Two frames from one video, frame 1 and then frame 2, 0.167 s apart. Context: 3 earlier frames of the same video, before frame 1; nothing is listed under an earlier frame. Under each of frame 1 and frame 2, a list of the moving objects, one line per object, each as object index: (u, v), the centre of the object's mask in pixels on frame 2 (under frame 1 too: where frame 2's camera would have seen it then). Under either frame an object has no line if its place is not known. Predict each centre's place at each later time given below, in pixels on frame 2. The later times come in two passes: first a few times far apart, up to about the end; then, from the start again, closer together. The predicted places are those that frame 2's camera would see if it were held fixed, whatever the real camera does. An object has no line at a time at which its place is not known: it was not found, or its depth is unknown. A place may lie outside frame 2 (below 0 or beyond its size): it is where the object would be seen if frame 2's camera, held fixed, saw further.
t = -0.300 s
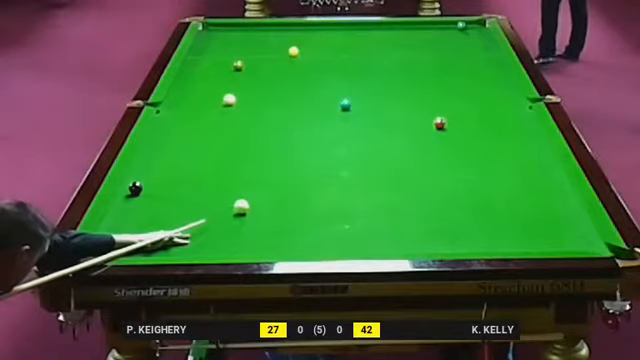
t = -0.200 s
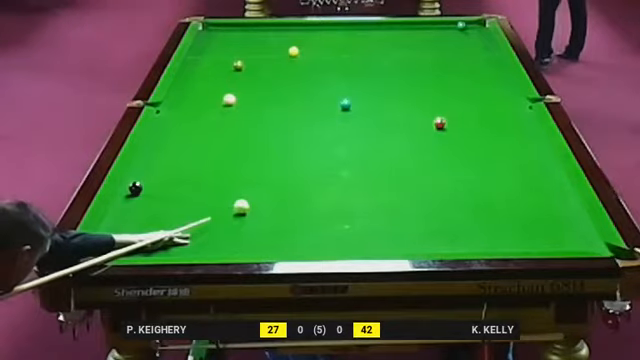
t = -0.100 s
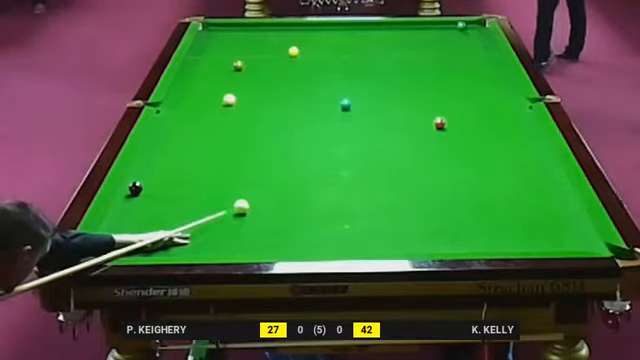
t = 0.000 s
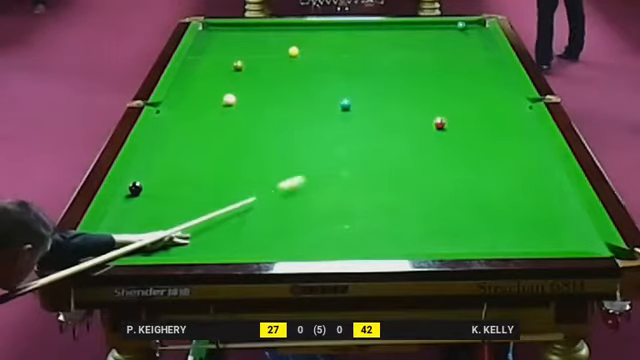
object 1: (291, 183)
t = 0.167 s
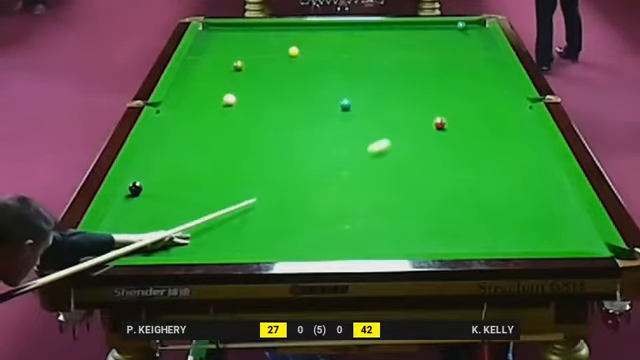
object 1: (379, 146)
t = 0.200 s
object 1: (394, 140)
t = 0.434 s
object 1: (421, 118)
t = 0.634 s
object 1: (420, 107)
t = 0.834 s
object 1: (420, 95)
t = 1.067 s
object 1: (420, 84)
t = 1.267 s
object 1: (421, 75)
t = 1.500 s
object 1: (421, 65)
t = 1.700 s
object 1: (422, 57)
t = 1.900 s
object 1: (422, 50)
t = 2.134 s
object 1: (423, 43)
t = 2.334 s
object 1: (424, 37)
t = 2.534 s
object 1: (425, 32)
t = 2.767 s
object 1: (426, 25)
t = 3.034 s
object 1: (426, 23)
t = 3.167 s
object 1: (428, 26)
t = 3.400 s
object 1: (429, 30)
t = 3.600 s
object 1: (431, 33)
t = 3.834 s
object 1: (432, 37)
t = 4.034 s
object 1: (433, 40)
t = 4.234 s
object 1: (434, 42)
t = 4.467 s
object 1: (436, 45)
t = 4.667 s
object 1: (437, 47)
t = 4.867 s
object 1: (438, 50)
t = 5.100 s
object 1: (439, 52)
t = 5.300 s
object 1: (440, 53)
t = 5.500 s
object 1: (440, 55)
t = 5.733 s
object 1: (441, 57)
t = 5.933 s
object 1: (441, 58)
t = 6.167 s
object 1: (442, 59)
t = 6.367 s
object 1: (442, 60)
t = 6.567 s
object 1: (442, 60)
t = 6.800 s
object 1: (442, 61)
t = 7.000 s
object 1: (442, 61)
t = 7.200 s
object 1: (442, 61)
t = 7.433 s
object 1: (442, 61)
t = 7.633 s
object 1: (442, 61)
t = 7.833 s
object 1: (442, 61)
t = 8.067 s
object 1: (442, 61)
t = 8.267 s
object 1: (442, 61)
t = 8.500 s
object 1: (442, 61)
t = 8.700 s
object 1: (442, 61)
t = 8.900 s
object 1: (442, 61)
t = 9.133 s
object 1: (442, 61)
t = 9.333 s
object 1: (442, 61)
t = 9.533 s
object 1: (442, 61)
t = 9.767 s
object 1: (442, 61)
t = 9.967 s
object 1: (442, 61)
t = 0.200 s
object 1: (394, 140)
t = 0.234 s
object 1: (407, 134)
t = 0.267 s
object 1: (420, 129)
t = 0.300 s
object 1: (430, 125)
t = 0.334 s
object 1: (427, 123)
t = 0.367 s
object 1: (424, 121)
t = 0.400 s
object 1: (422, 120)
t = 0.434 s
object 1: (421, 118)
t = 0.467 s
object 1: (420, 116)
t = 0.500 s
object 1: (420, 114)
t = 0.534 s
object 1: (420, 112)
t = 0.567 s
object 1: (420, 110)
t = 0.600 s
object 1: (420, 109)
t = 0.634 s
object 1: (420, 107)
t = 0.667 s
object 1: (420, 105)
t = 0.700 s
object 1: (420, 103)
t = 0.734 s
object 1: (420, 101)
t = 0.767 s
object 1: (420, 99)
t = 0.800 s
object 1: (420, 97)
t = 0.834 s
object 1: (420, 95)
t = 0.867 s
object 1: (420, 94)
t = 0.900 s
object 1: (420, 92)
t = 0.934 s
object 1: (420, 90)
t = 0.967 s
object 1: (420, 89)
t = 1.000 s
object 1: (420, 87)
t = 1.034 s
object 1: (420, 85)
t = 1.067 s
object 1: (420, 84)
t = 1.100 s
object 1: (420, 82)
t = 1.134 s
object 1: (420, 81)
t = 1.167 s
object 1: (420, 79)
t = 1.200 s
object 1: (420, 78)
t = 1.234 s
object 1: (421, 76)
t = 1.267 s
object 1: (421, 75)
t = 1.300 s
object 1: (421, 73)
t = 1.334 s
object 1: (421, 72)
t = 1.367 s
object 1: (421, 70)
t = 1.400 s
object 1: (421, 69)
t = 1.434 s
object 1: (421, 68)
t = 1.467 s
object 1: (421, 67)
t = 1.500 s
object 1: (421, 65)
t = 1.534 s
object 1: (421, 64)
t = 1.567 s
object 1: (421, 63)
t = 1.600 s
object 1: (421, 61)
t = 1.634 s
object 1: (421, 60)
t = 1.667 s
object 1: (421, 59)
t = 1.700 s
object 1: (422, 57)
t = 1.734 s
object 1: (422, 56)
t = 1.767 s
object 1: (422, 55)
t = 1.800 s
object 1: (422, 54)
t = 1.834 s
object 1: (422, 53)
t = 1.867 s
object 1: (422, 52)
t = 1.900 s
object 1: (422, 50)
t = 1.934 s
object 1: (422, 49)
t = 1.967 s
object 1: (423, 48)
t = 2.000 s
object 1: (423, 47)
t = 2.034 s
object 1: (422, 46)
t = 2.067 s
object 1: (423, 45)
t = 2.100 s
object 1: (423, 44)
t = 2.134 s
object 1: (423, 43)
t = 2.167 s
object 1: (423, 42)
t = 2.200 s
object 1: (423, 41)
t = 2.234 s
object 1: (423, 40)
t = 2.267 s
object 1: (423, 38)
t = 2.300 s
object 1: (424, 38)
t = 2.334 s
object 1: (424, 37)
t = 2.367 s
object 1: (424, 36)
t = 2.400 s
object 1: (424, 35)
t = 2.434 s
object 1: (424, 34)
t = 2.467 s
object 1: (424, 33)
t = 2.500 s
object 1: (425, 32)
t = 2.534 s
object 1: (425, 32)
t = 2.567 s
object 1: (425, 31)
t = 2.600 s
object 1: (425, 30)
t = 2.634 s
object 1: (425, 28)
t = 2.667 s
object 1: (425, 28)
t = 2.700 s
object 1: (425, 28)
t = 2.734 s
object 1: (426, 26)
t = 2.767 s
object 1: (426, 25)
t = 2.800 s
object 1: (426, 25)
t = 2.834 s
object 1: (426, 24)
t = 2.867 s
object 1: (429, 23)
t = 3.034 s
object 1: (426, 23)
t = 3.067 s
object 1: (428, 25)
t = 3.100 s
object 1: (428, 25)
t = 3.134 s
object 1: (428, 26)
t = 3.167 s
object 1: (428, 26)
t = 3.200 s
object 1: (429, 27)
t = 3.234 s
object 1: (428, 27)
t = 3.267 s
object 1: (429, 28)
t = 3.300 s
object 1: (429, 28)
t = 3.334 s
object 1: (429, 29)
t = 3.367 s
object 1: (429, 29)
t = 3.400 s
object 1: (429, 30)
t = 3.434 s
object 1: (430, 31)
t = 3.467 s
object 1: (430, 31)
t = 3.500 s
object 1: (430, 31)
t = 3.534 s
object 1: (430, 32)
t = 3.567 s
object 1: (431, 33)
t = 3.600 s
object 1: (431, 33)
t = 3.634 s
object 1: (431, 34)
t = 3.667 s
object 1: (431, 34)
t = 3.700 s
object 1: (432, 35)
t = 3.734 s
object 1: (432, 35)
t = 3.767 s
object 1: (432, 36)
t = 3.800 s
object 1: (432, 36)
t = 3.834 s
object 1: (432, 37)
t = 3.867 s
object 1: (432, 37)
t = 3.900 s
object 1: (433, 38)
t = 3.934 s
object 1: (433, 38)
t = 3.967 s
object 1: (433, 38)
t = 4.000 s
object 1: (433, 39)
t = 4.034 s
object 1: (433, 40)
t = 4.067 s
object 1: (433, 40)
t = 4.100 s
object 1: (434, 41)
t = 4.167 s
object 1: (434, 41)
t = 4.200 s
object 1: (434, 42)
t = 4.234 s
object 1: (434, 42)
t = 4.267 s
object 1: (434, 43)
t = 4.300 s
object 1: (435, 43)
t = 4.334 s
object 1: (435, 44)
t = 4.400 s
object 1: (435, 44)
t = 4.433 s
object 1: (436, 45)
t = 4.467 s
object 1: (436, 45)
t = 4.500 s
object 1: (436, 45)
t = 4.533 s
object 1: (436, 46)
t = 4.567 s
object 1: (436, 46)
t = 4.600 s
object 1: (436, 46)
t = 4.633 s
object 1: (437, 47)
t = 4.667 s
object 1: (437, 47)
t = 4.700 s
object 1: (437, 48)
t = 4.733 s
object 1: (437, 48)
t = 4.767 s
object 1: (437, 49)
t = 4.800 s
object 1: (437, 49)
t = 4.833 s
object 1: (437, 49)
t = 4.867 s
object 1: (438, 50)
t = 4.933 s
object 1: (438, 50)
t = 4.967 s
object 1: (438, 51)
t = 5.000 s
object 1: (438, 51)
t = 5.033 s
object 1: (438, 51)
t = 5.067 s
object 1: (439, 52)
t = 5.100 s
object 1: (439, 52)
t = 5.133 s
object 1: (439, 52)
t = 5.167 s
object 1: (439, 52)
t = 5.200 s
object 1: (439, 53)
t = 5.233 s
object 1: (439, 53)
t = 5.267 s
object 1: (440, 53)
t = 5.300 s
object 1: (440, 53)
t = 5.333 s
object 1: (440, 54)
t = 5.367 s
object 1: (440, 54)
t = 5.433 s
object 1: (440, 55)
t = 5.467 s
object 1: (440, 55)
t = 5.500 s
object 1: (440, 55)
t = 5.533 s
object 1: (440, 56)
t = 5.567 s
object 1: (440, 56)
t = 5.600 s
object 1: (440, 56)
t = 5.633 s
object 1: (440, 56)
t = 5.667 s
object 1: (441, 57)
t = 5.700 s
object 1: (441, 57)
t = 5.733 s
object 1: (441, 57)
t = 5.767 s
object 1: (441, 57)
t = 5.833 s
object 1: (441, 57)
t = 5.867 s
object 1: (441, 58)
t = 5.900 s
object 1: (441, 58)
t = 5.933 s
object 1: (441, 58)
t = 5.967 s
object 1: (441, 58)
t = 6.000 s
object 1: (441, 58)
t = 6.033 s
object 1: (441, 59)
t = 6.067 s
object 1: (441, 59)
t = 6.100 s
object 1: (442, 59)
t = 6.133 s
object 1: (442, 59)
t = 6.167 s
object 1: (442, 59)
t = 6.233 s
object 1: (442, 59)
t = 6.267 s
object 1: (442, 59)
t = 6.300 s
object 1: (442, 59)
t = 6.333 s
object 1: (442, 59)
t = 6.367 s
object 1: (442, 60)
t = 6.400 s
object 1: (442, 60)
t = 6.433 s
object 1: (442, 60)
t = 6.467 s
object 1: (442, 60)
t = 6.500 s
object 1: (442, 60)
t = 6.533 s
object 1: (442, 60)
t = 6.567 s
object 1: (442, 60)
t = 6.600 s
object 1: (442, 60)
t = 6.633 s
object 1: (442, 61)
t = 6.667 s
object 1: (442, 61)
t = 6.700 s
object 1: (442, 61)
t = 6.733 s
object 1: (442, 61)
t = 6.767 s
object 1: (442, 61)
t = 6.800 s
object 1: (442, 61)
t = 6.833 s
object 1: (442, 61)
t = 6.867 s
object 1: (442, 61)
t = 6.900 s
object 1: (442, 61)
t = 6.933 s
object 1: (442, 61)
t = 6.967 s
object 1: (442, 61)
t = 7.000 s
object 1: (442, 61)
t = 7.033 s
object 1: (442, 61)
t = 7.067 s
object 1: (442, 61)
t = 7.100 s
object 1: (442, 61)
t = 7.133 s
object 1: (442, 61)
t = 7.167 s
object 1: (442, 61)
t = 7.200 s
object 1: (442, 61)
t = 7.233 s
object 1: (442, 61)
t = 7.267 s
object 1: (442, 61)
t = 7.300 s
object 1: (442, 61)
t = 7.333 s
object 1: (442, 61)
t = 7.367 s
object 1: (442, 61)
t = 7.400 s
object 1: (442, 61)
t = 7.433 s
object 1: (442, 61)
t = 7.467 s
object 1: (442, 61)
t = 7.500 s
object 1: (442, 61)
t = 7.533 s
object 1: (442, 61)
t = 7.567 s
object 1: (442, 61)
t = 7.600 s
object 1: (442, 61)
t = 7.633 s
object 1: (442, 61)
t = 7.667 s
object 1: (442, 61)
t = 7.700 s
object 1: (442, 61)
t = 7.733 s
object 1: (442, 61)
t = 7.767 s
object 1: (442, 61)
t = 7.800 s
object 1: (442, 61)
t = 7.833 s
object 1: (442, 61)
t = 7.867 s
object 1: (442, 61)
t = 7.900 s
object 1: (442, 61)
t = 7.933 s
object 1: (442, 61)
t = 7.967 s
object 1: (442, 61)
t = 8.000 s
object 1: (442, 61)
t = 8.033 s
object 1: (442, 61)
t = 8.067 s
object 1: (442, 61)
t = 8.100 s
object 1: (442, 61)
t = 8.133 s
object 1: (442, 61)
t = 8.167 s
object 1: (442, 61)
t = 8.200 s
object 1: (442, 61)
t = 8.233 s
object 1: (442, 61)
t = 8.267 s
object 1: (442, 61)
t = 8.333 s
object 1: (442, 61)
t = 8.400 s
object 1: (442, 61)
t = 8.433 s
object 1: (442, 61)
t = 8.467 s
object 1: (442, 61)
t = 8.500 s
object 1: (442, 61)
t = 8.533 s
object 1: (442, 61)
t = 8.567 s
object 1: (442, 61)
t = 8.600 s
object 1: (442, 61)
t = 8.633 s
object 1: (442, 61)
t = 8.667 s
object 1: (442, 61)
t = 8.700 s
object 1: (442, 61)
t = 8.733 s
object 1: (442, 61)
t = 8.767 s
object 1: (442, 61)
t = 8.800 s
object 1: (442, 61)
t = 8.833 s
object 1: (442, 61)
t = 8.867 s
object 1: (442, 61)
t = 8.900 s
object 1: (442, 61)
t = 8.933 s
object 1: (442, 61)
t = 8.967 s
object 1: (442, 61)
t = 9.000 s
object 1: (442, 61)
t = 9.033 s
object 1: (442, 61)
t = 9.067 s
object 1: (442, 61)
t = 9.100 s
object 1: (442, 61)
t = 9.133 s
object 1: (442, 61)
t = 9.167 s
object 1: (442, 61)
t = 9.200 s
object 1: (442, 61)
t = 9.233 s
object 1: (442, 61)
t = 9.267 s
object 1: (442, 61)
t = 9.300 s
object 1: (442, 61)
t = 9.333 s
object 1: (442, 61)
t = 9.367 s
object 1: (442, 61)
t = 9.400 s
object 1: (442, 61)
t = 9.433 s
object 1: (442, 61)
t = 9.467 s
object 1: (442, 61)
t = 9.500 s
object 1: (442, 61)
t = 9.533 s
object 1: (442, 61)
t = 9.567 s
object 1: (442, 61)
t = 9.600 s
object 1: (442, 61)
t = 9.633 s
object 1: (442, 61)
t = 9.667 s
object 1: (442, 61)
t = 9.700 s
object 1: (442, 61)
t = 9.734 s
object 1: (442, 61)
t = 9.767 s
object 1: (442, 61)
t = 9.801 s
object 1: (442, 61)
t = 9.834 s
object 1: (442, 61)
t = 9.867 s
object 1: (442, 61)
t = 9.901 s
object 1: (442, 61)
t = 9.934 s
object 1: (442, 61)
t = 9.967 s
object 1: (442, 61)
